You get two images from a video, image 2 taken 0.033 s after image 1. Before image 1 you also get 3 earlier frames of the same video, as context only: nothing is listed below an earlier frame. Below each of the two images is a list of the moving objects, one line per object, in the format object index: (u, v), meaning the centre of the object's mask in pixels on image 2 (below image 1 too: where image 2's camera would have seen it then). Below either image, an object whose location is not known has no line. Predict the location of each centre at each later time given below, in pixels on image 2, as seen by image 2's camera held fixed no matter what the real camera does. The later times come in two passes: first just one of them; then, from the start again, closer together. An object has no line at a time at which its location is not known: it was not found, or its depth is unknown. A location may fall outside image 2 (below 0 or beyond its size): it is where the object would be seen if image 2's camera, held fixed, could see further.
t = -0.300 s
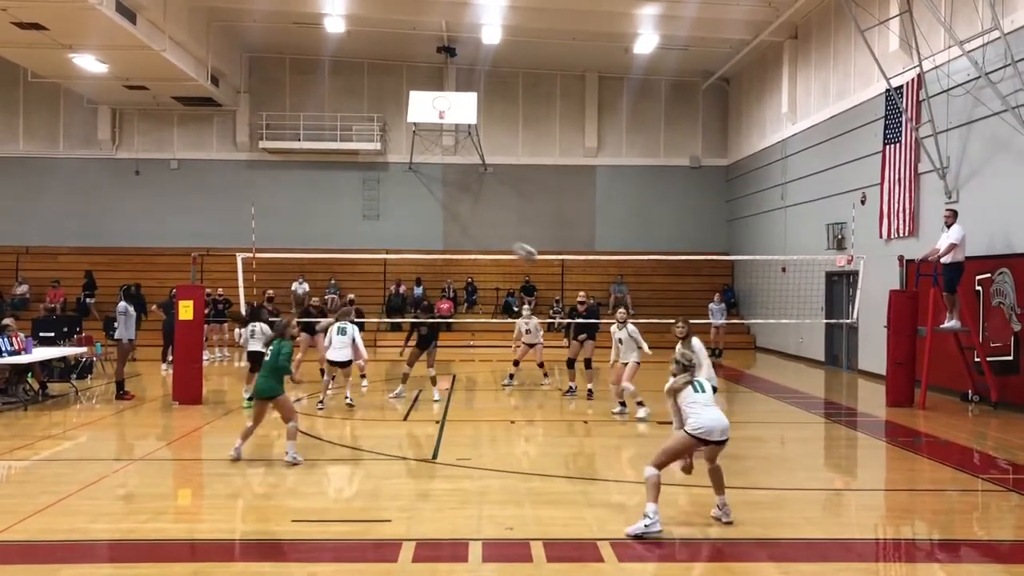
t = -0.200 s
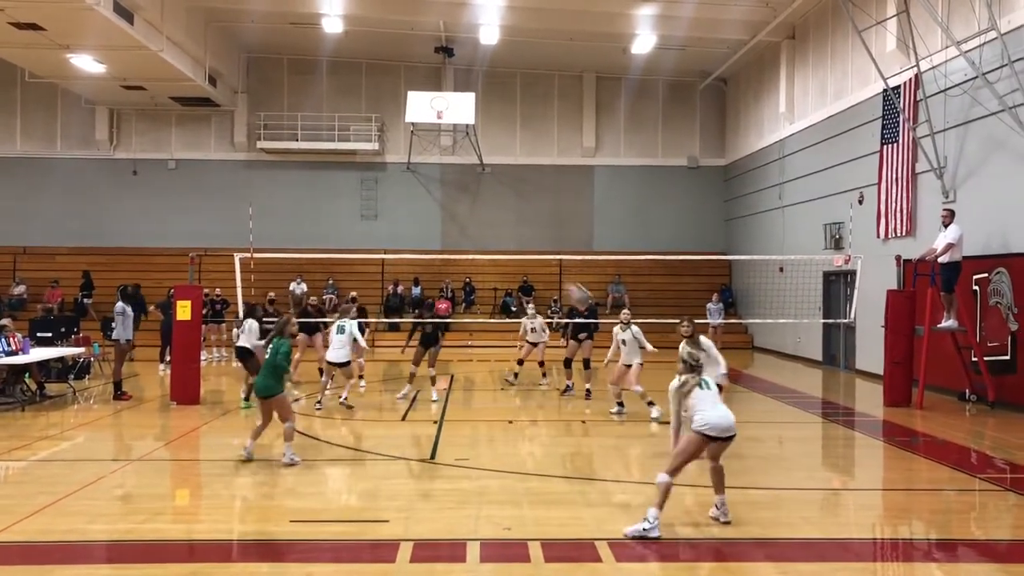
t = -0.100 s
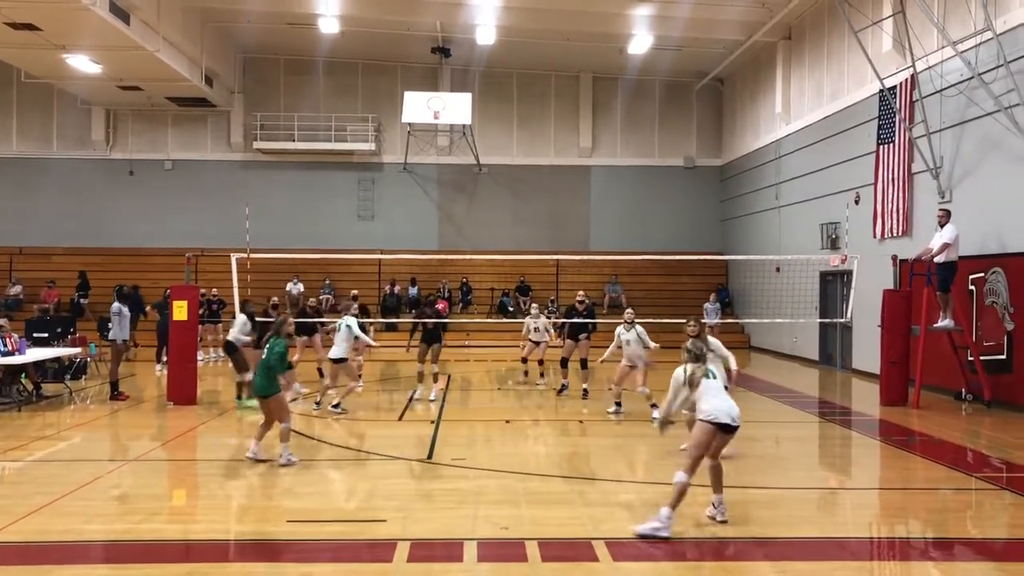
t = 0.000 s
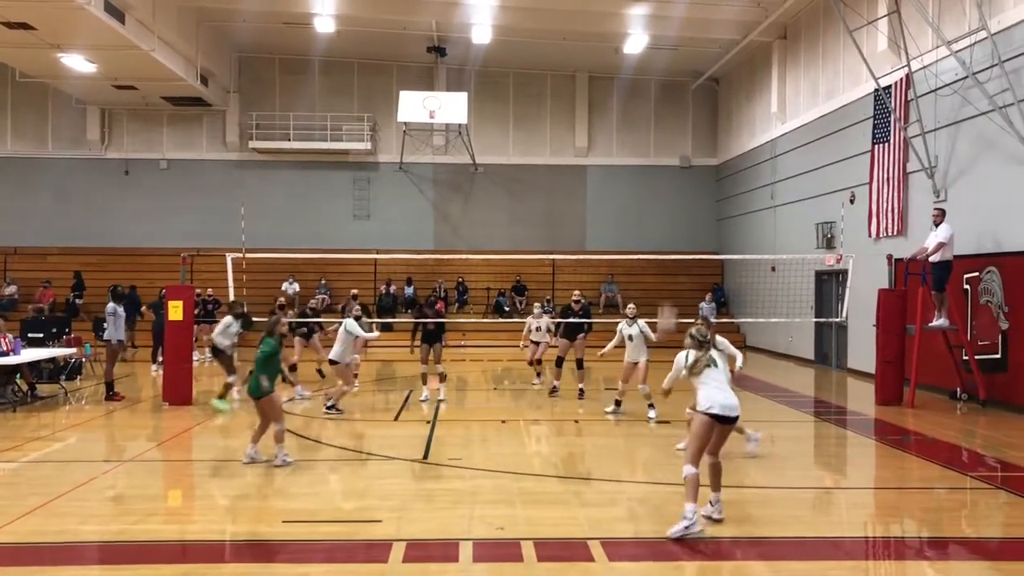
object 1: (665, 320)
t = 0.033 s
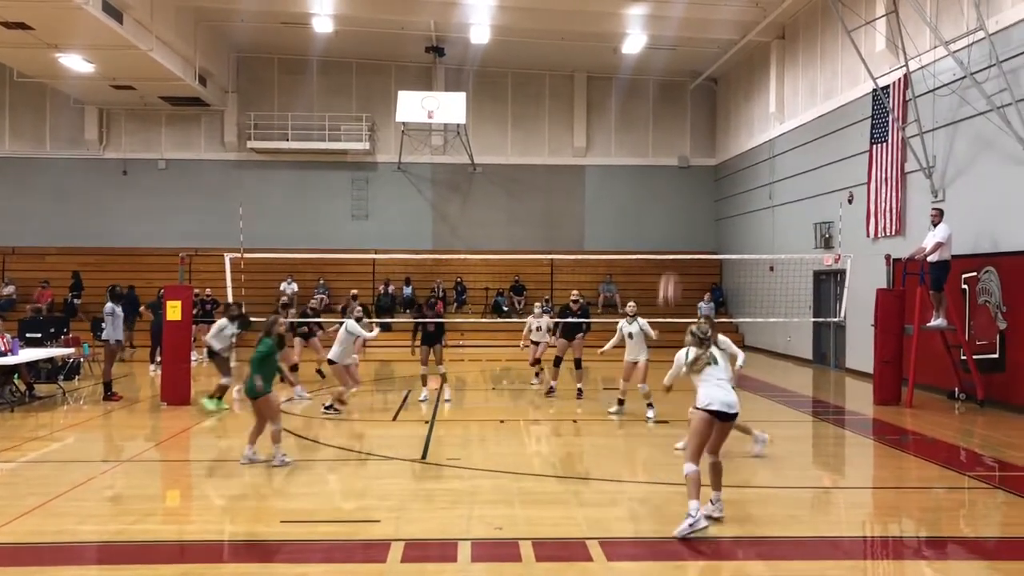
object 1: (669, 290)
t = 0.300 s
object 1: (690, 110)
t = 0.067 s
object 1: (671, 260)
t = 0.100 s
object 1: (674, 233)
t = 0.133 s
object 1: (677, 209)
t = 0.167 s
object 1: (680, 187)
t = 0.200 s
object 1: (682, 165)
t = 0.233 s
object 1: (684, 146)
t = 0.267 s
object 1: (687, 128)
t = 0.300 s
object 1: (690, 110)
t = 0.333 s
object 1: (691, 94)
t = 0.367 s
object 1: (693, 81)
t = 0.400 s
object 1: (695, 72)
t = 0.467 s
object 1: (700, 49)
